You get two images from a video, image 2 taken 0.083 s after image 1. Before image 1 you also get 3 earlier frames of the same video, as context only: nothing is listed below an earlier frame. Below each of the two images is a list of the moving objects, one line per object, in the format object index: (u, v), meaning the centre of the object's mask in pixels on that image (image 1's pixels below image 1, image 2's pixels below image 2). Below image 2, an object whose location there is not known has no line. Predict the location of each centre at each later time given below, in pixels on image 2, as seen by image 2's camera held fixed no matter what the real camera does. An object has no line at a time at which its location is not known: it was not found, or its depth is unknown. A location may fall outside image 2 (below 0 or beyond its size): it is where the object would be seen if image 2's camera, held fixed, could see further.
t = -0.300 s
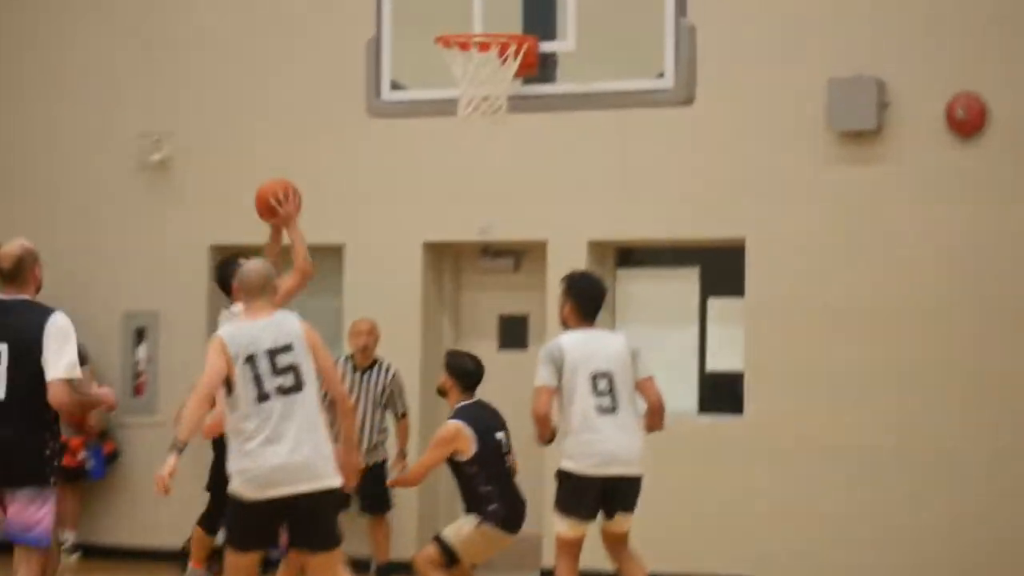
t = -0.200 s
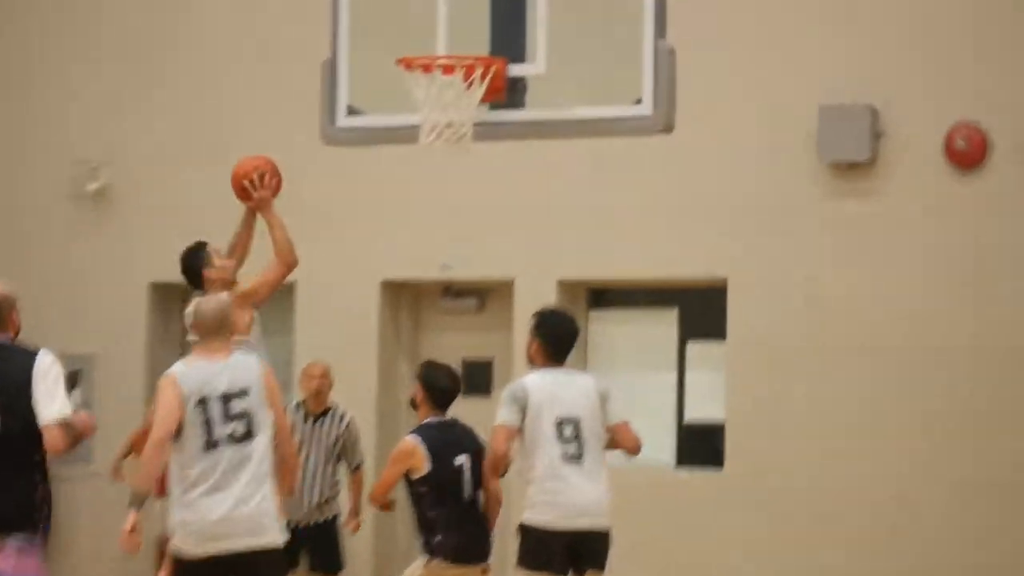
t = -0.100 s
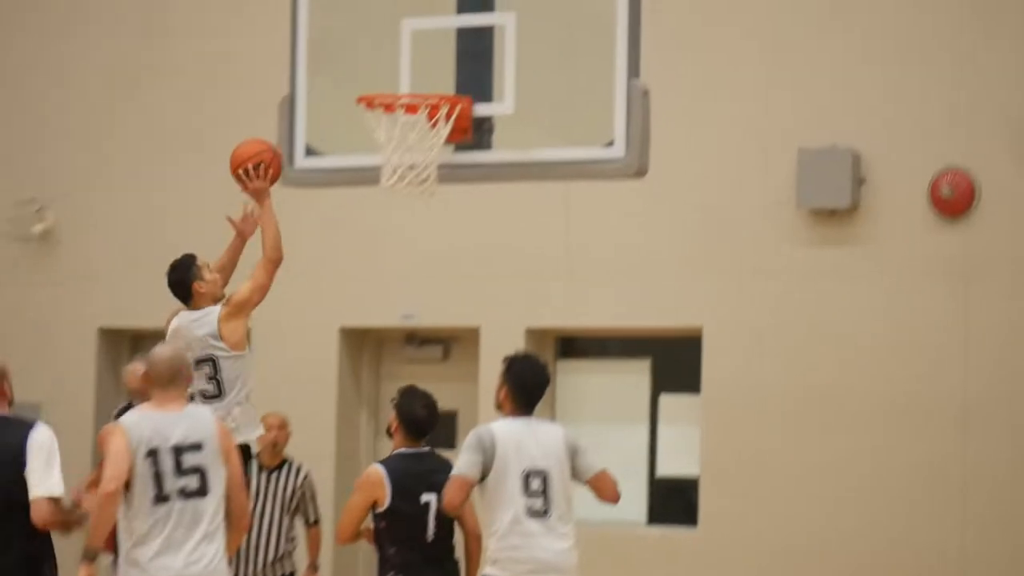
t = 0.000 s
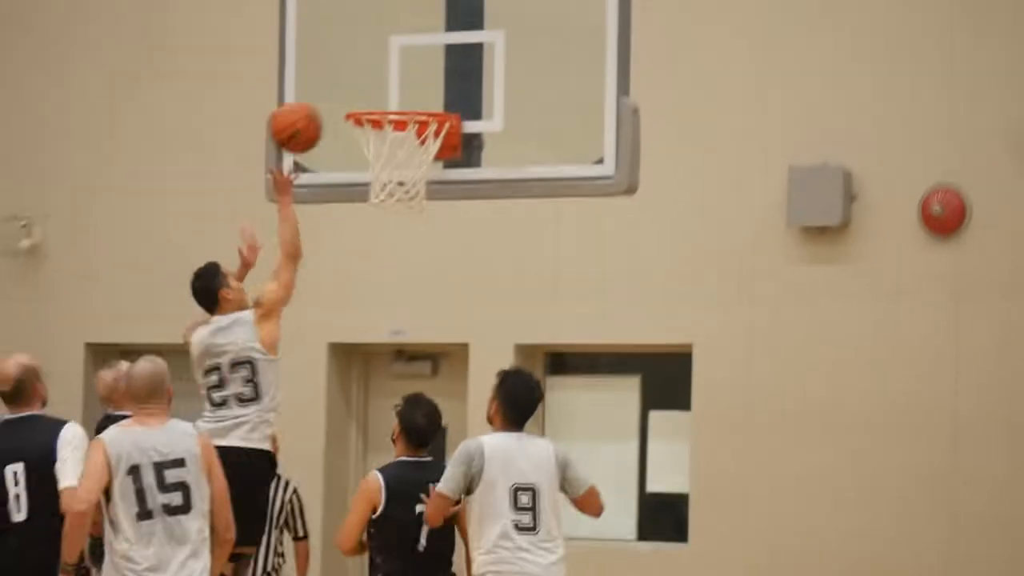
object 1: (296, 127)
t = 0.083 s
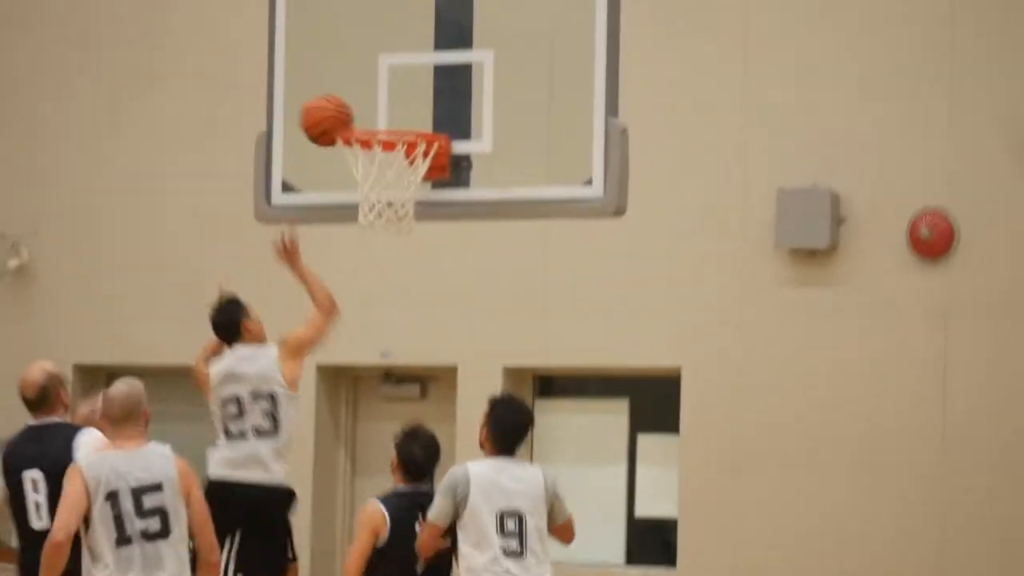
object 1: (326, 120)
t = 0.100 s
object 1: (334, 115)
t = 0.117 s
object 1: (342, 111)
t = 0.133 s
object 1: (351, 108)
